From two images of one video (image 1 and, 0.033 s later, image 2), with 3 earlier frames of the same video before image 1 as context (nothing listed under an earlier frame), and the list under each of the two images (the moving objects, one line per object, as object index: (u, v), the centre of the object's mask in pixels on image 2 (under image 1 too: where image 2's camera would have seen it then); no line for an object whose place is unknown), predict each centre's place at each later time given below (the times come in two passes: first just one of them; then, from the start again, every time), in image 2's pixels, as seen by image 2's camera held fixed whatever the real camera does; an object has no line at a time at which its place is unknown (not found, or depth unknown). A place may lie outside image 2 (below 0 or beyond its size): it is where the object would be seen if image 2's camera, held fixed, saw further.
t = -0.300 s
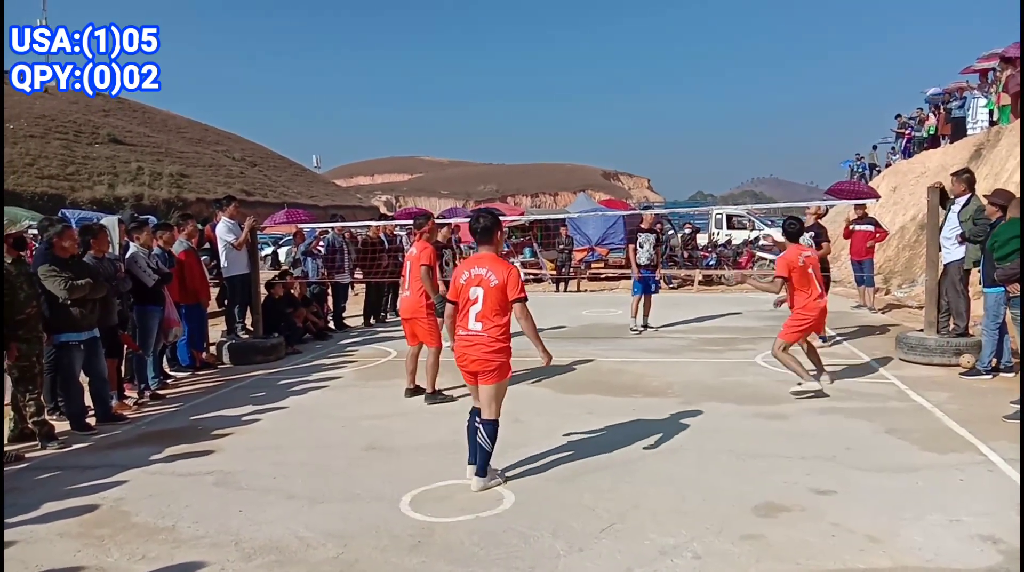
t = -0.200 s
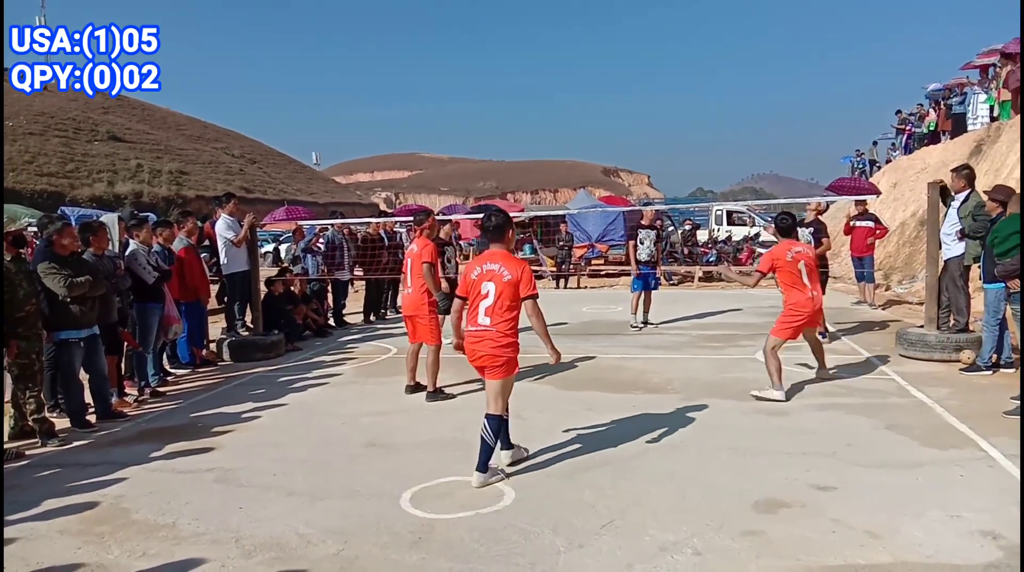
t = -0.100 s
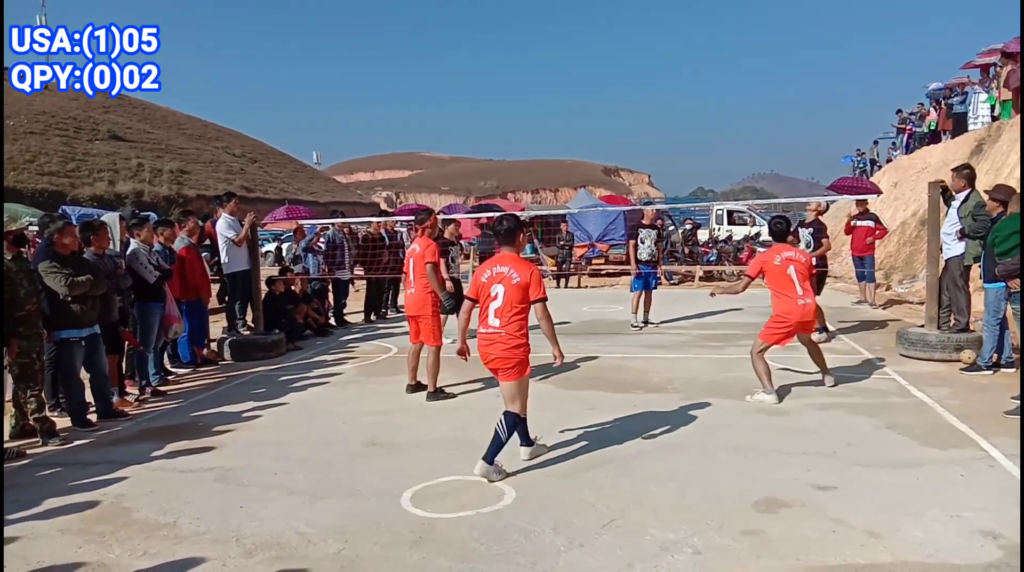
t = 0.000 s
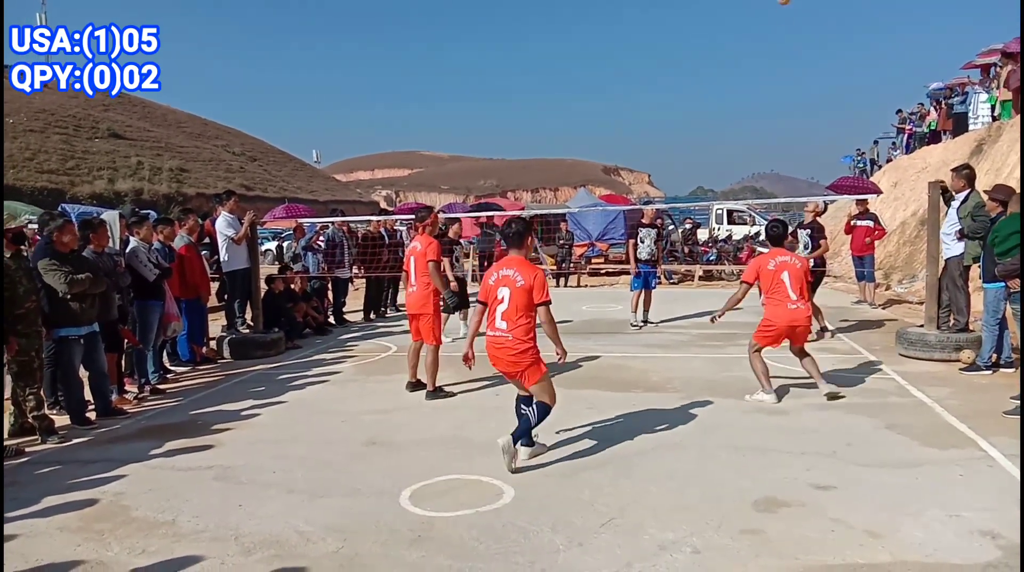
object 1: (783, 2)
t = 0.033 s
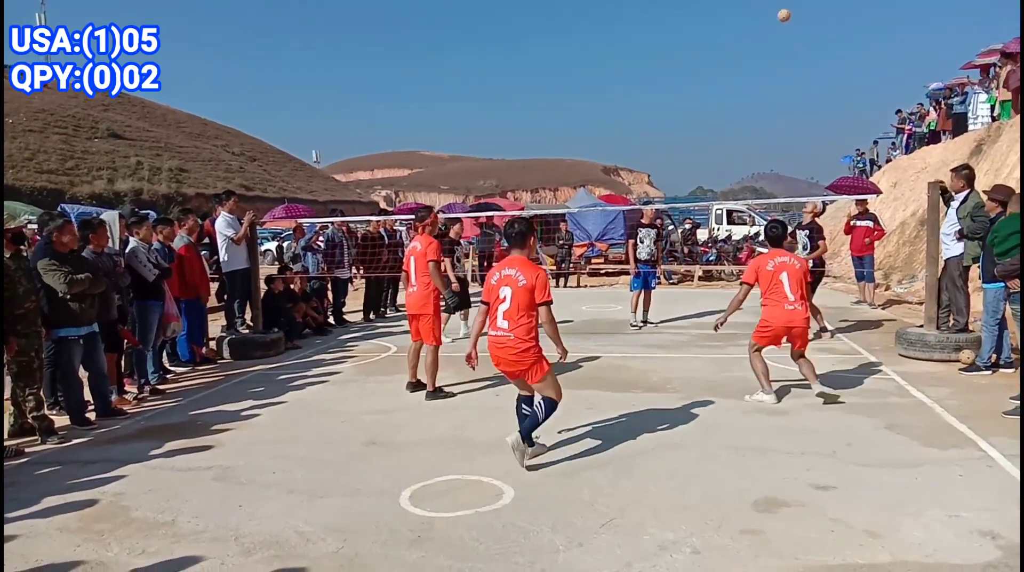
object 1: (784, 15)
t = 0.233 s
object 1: (785, 135)
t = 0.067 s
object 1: (784, 33)
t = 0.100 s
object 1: (785, 52)
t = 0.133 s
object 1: (785, 71)
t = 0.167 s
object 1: (785, 92)
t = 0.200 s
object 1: (785, 113)
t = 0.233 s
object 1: (785, 135)
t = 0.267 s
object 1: (785, 157)
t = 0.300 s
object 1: (785, 180)
